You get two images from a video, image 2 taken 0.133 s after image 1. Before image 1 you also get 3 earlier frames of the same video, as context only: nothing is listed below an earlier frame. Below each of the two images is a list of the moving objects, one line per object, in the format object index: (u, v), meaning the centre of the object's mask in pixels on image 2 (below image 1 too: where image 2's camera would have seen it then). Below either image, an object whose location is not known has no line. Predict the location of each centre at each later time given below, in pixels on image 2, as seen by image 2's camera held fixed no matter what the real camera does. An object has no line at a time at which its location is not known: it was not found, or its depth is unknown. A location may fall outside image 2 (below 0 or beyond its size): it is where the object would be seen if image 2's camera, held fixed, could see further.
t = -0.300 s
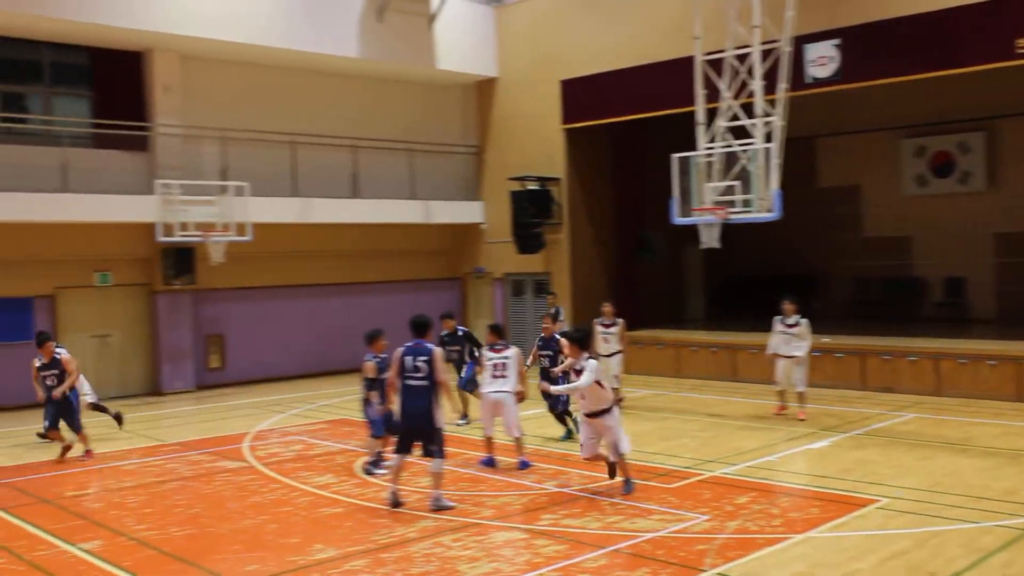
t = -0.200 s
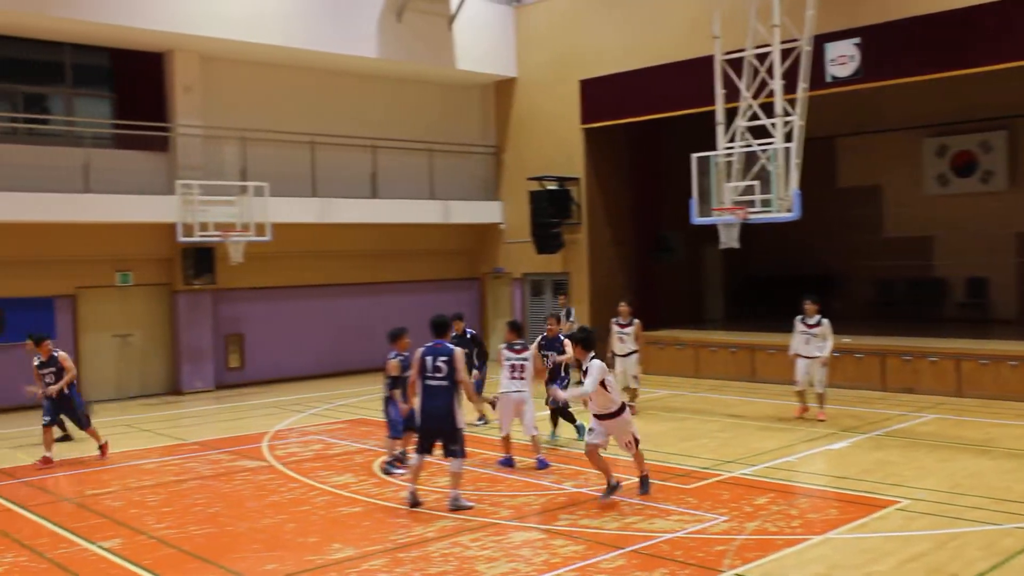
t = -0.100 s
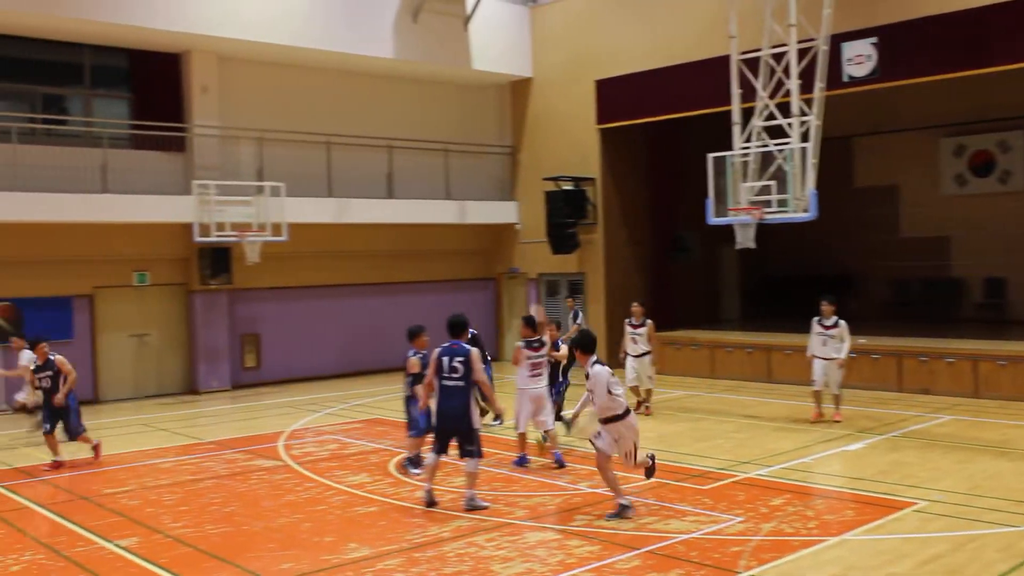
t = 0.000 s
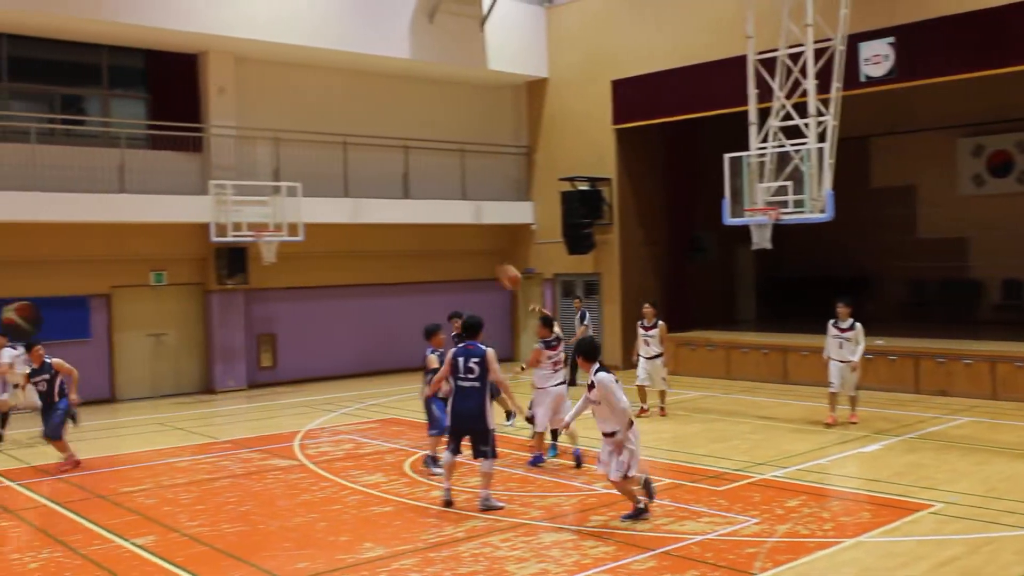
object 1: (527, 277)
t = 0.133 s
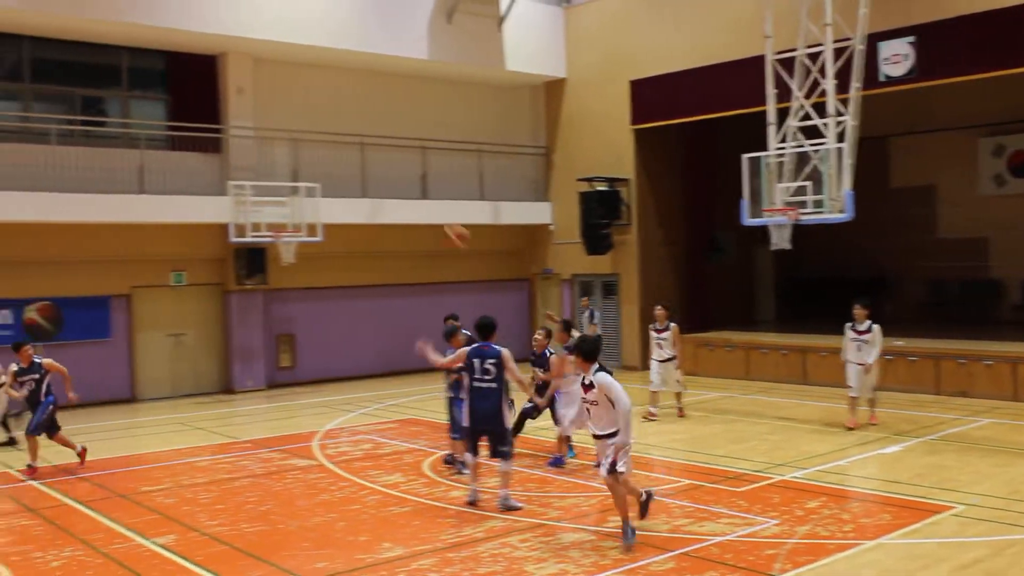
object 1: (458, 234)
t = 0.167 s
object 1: (437, 227)
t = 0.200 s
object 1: (416, 219)
